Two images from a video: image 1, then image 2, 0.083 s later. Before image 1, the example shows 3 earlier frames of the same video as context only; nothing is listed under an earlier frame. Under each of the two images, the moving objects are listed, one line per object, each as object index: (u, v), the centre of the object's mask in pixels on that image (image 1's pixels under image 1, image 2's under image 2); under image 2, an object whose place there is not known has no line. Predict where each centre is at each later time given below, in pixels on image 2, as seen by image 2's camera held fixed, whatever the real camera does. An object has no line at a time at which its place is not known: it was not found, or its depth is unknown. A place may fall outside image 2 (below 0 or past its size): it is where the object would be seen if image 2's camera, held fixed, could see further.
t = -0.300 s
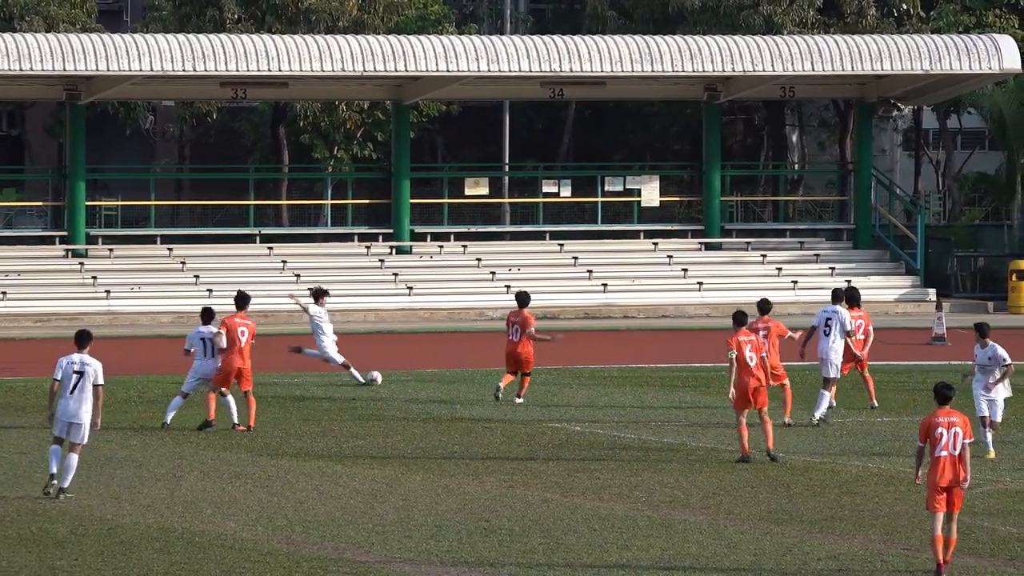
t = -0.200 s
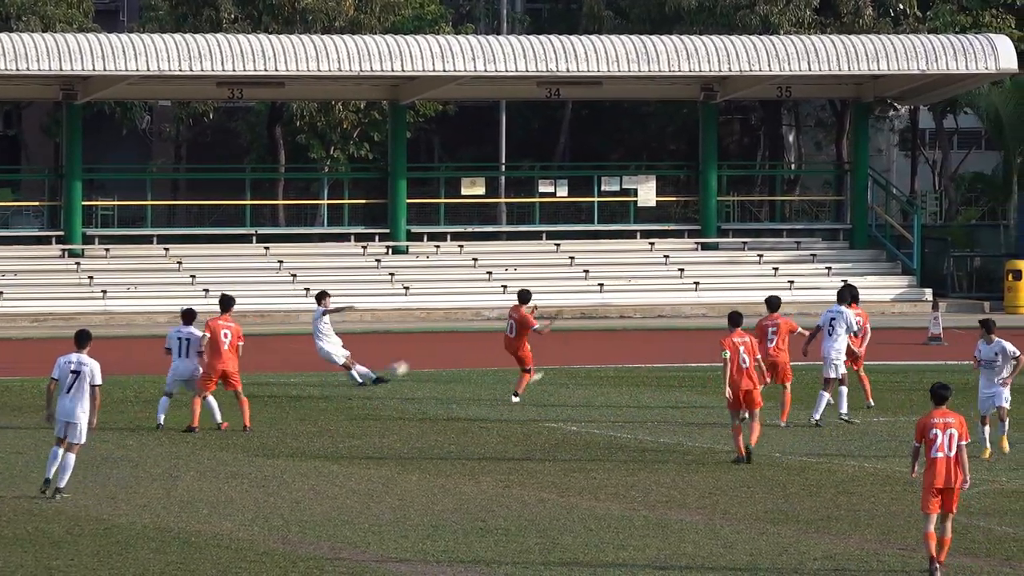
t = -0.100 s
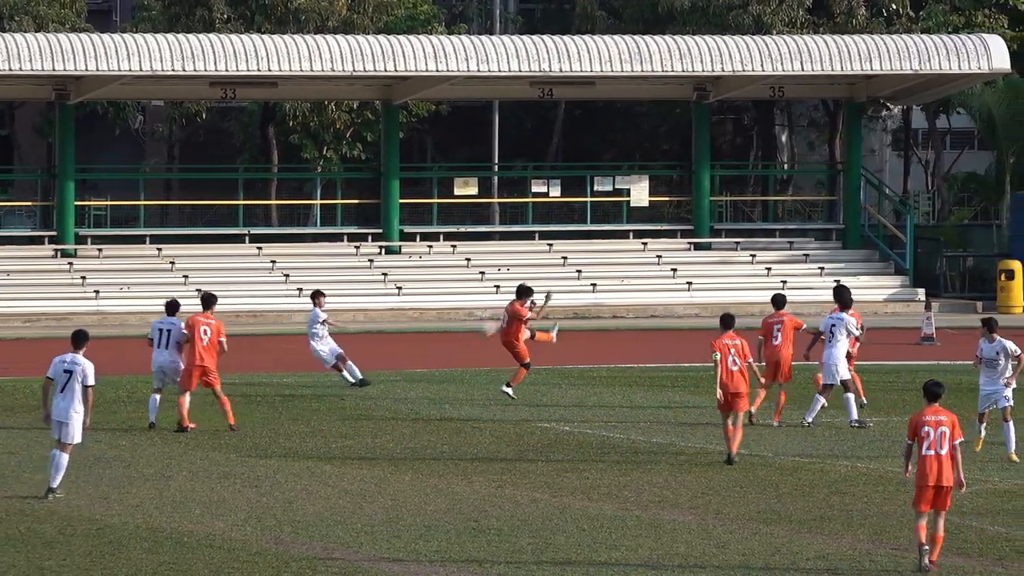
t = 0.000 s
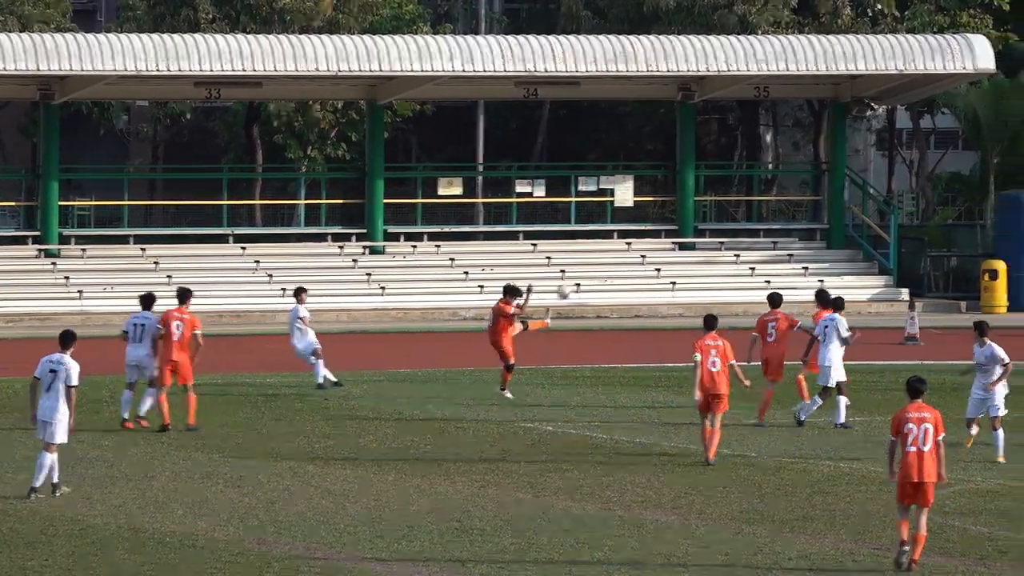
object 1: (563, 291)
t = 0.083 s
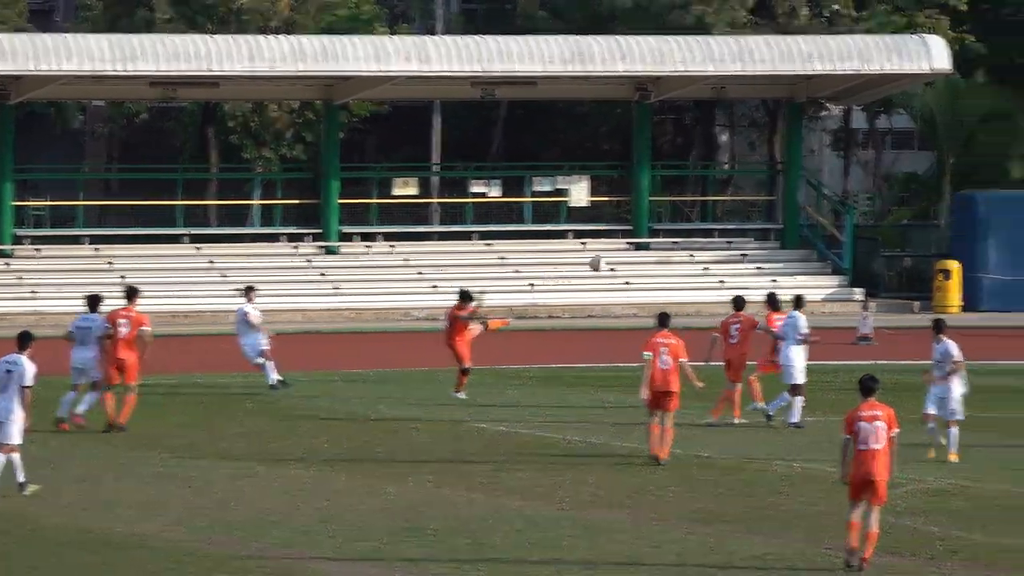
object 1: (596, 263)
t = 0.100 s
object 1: (610, 259)
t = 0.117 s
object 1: (626, 252)
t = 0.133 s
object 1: (640, 247)
